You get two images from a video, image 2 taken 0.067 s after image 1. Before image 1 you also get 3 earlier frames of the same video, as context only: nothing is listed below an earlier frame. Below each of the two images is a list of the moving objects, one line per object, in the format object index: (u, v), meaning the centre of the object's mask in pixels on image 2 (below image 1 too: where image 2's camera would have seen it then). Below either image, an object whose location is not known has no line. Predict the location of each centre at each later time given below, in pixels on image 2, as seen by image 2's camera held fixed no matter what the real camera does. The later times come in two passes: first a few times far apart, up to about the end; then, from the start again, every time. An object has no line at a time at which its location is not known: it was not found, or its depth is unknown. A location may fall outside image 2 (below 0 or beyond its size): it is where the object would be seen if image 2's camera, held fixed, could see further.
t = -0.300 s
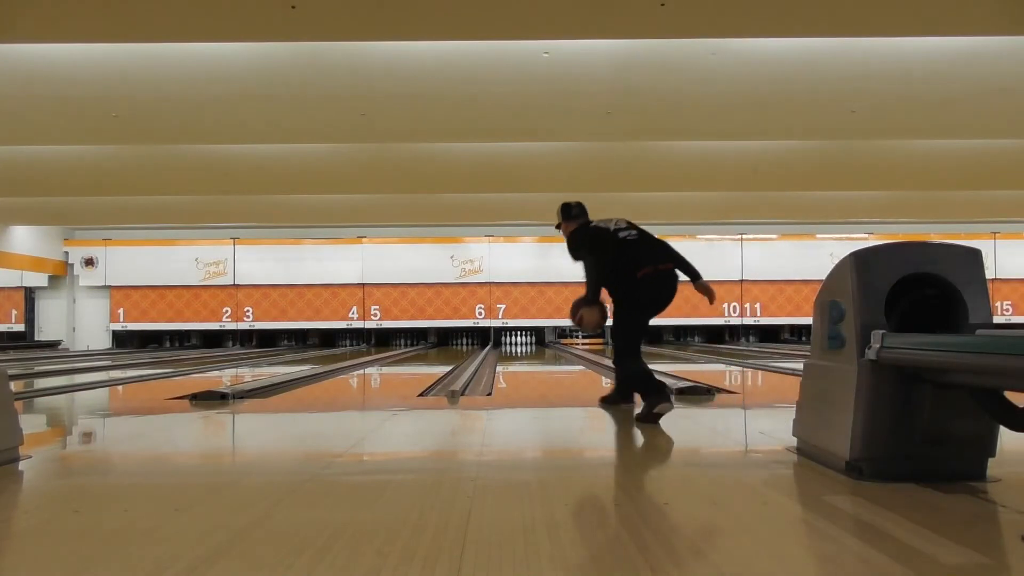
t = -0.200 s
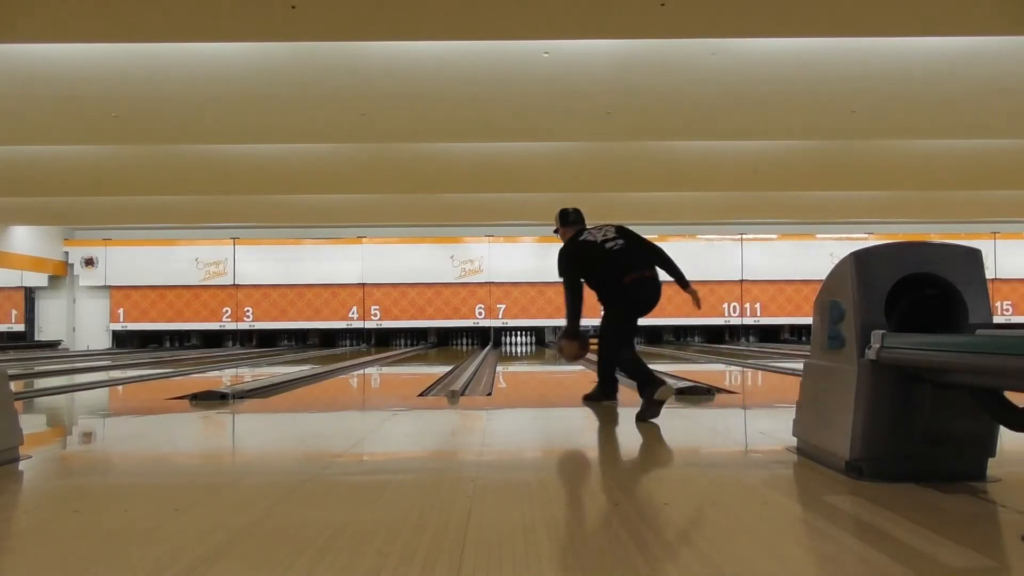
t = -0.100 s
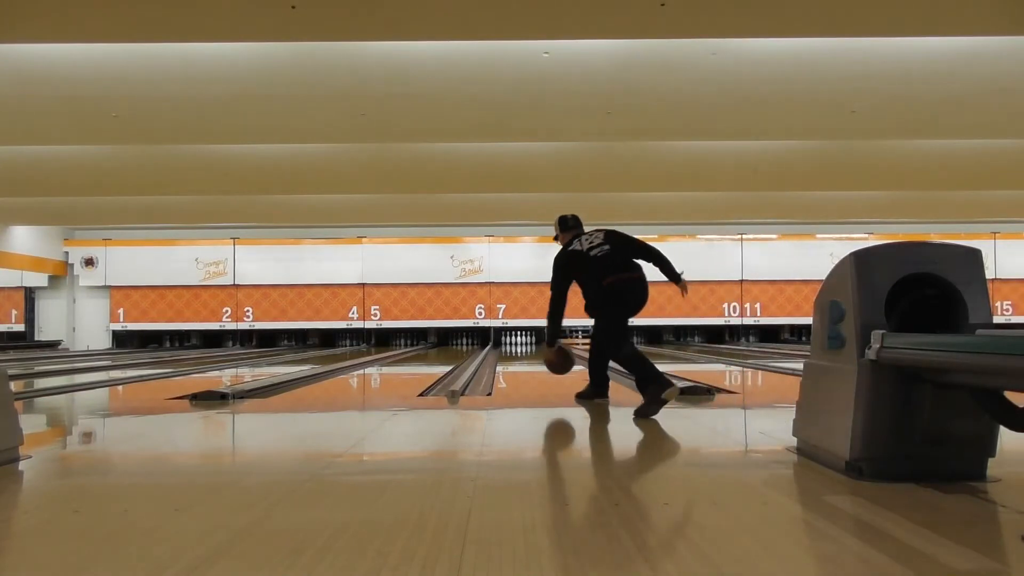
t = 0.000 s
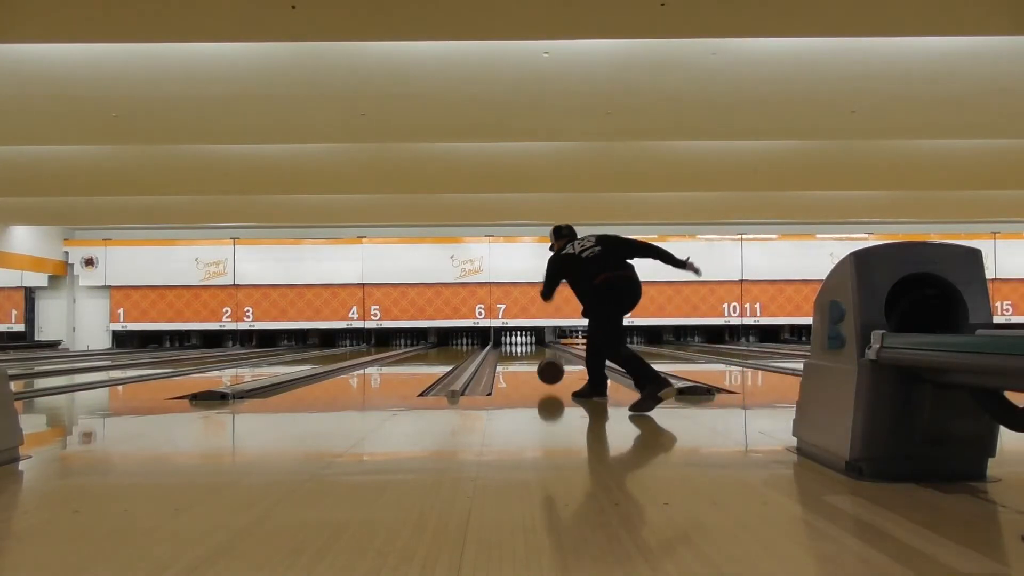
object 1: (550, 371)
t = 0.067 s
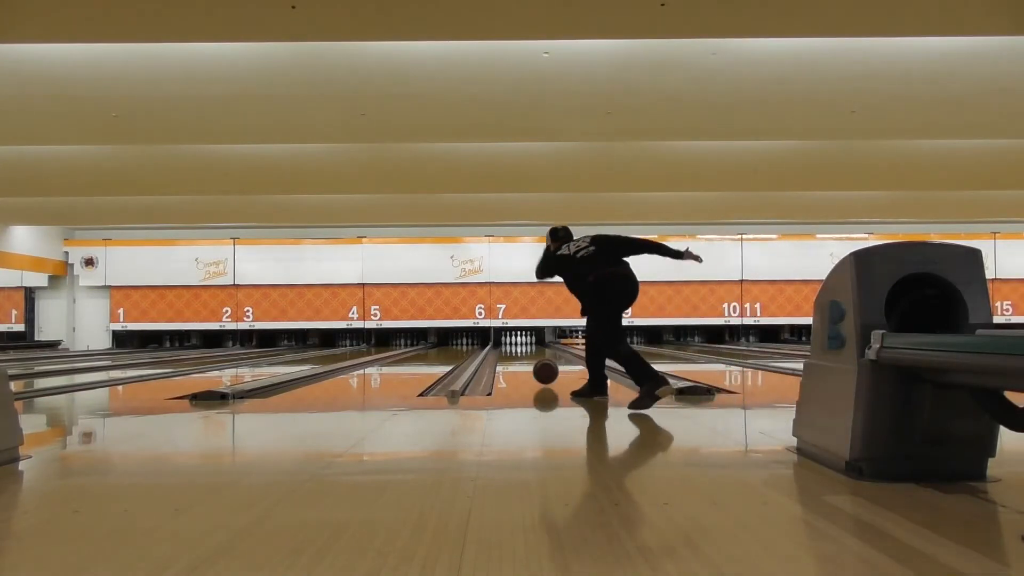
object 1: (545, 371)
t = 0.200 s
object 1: (537, 368)
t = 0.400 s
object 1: (528, 363)
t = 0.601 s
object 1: (522, 358)
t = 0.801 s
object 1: (516, 355)
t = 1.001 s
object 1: (513, 352)
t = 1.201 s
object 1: (510, 350)
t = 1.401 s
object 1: (508, 348)
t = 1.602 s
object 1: (507, 347)
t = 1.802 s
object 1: (506, 346)
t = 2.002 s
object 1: (506, 345)
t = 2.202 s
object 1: (506, 344)
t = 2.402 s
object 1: (507, 343)
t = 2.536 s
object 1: (508, 343)
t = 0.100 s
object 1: (543, 370)
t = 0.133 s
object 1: (541, 370)
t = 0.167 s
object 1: (539, 369)
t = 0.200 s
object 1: (537, 368)
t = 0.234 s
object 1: (535, 367)
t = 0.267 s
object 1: (534, 366)
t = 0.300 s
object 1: (532, 365)
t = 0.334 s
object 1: (531, 364)
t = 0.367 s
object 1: (529, 364)
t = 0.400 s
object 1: (528, 363)
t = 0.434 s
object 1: (527, 362)
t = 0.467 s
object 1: (526, 361)
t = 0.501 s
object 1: (524, 360)
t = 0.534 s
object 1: (523, 360)
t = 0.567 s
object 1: (522, 359)
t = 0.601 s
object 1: (522, 358)
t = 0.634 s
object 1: (520, 358)
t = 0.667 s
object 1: (520, 357)
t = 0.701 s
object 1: (519, 356)
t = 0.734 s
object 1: (518, 356)
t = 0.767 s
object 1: (517, 356)
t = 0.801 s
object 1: (516, 355)
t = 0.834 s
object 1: (516, 355)
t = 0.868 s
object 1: (515, 354)
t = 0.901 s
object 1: (515, 353)
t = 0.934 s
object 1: (514, 353)
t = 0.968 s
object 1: (513, 353)
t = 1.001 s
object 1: (513, 352)
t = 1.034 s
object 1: (512, 352)
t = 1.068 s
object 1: (512, 352)
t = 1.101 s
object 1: (511, 351)
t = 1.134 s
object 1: (511, 351)
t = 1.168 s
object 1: (511, 351)
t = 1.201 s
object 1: (510, 350)
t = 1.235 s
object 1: (510, 350)
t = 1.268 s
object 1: (509, 350)
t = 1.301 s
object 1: (509, 349)
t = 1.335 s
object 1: (508, 349)
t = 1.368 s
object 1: (508, 349)
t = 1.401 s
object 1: (508, 348)
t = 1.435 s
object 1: (507, 348)
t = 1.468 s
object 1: (507, 348)
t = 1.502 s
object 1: (507, 348)
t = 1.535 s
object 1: (507, 347)
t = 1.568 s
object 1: (507, 347)
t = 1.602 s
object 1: (507, 347)
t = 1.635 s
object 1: (507, 347)
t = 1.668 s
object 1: (507, 347)
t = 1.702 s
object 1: (506, 346)
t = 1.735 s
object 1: (506, 346)
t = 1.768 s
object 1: (506, 346)
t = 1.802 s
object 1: (506, 346)
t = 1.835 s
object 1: (506, 345)
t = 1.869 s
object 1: (506, 345)
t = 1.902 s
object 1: (506, 345)
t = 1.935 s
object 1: (506, 345)
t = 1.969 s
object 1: (506, 345)
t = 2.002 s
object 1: (506, 345)
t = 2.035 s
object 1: (505, 345)
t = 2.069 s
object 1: (505, 344)
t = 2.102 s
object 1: (506, 344)
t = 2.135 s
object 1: (506, 344)
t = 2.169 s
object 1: (506, 344)
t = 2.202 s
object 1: (506, 344)
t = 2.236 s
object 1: (506, 344)
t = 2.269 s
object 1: (506, 343)
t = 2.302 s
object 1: (506, 343)
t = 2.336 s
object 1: (506, 343)
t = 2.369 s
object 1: (507, 343)
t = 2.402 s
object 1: (507, 343)
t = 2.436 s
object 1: (507, 343)
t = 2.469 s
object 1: (508, 343)
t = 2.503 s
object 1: (508, 343)
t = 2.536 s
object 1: (508, 343)
